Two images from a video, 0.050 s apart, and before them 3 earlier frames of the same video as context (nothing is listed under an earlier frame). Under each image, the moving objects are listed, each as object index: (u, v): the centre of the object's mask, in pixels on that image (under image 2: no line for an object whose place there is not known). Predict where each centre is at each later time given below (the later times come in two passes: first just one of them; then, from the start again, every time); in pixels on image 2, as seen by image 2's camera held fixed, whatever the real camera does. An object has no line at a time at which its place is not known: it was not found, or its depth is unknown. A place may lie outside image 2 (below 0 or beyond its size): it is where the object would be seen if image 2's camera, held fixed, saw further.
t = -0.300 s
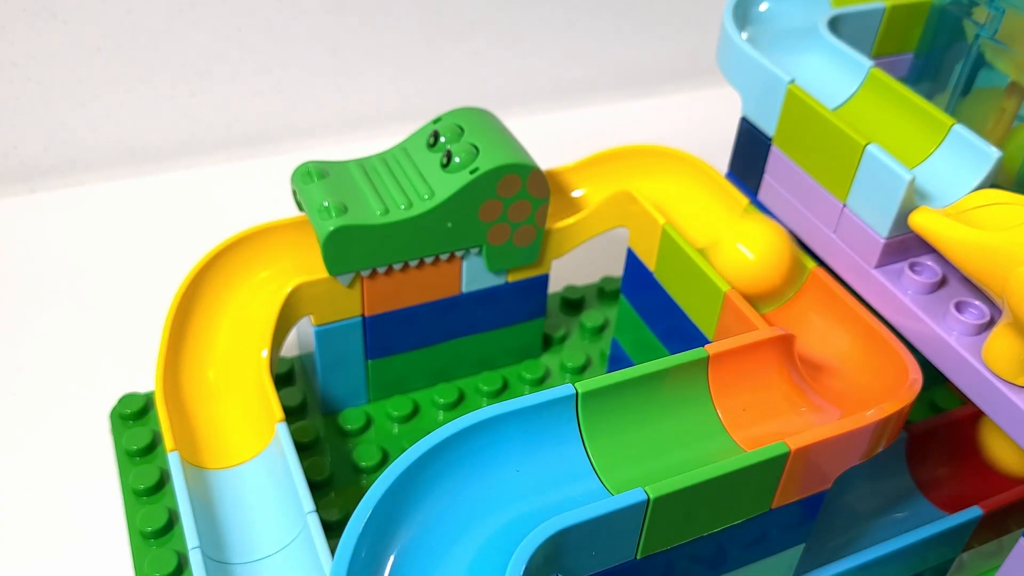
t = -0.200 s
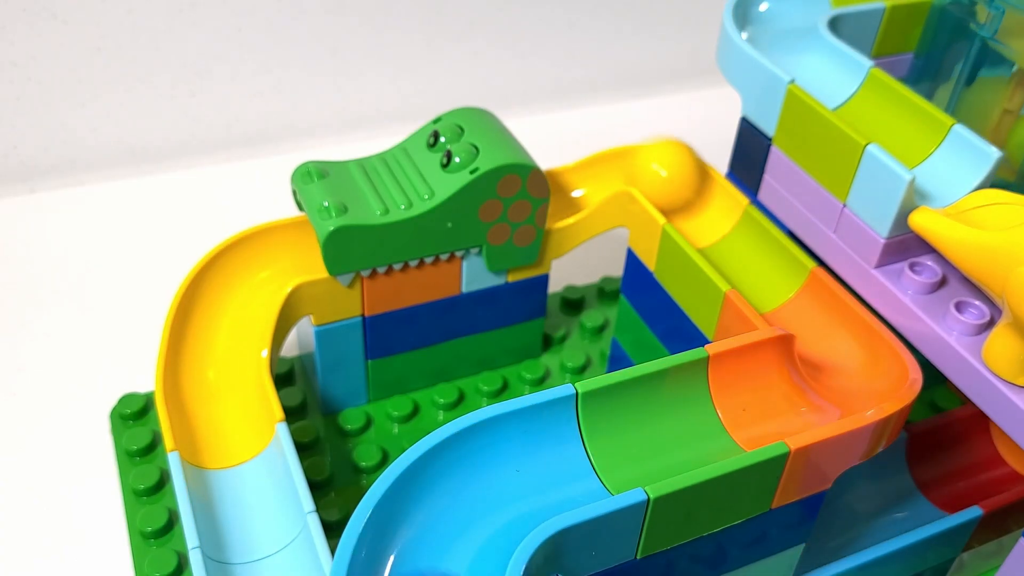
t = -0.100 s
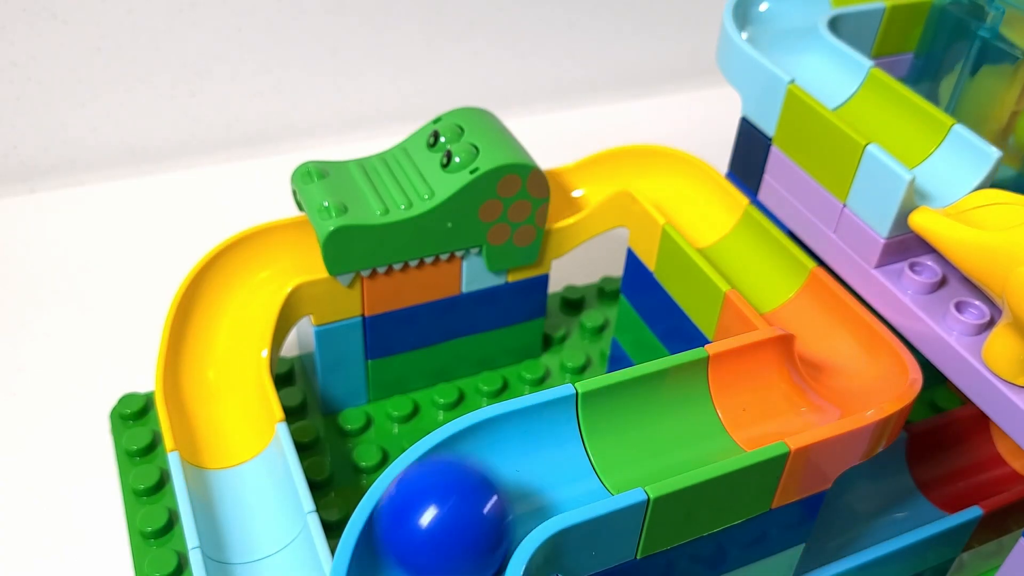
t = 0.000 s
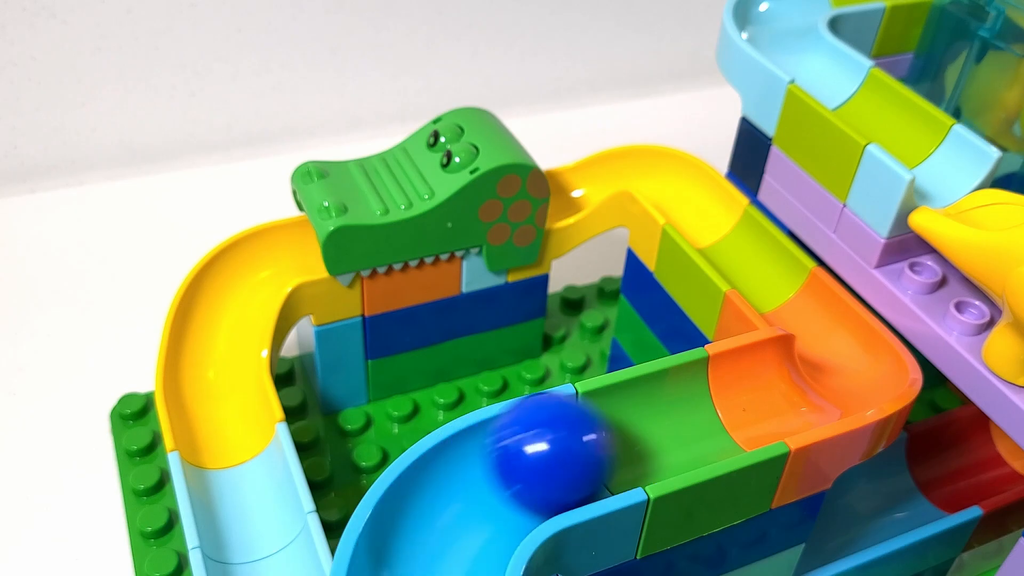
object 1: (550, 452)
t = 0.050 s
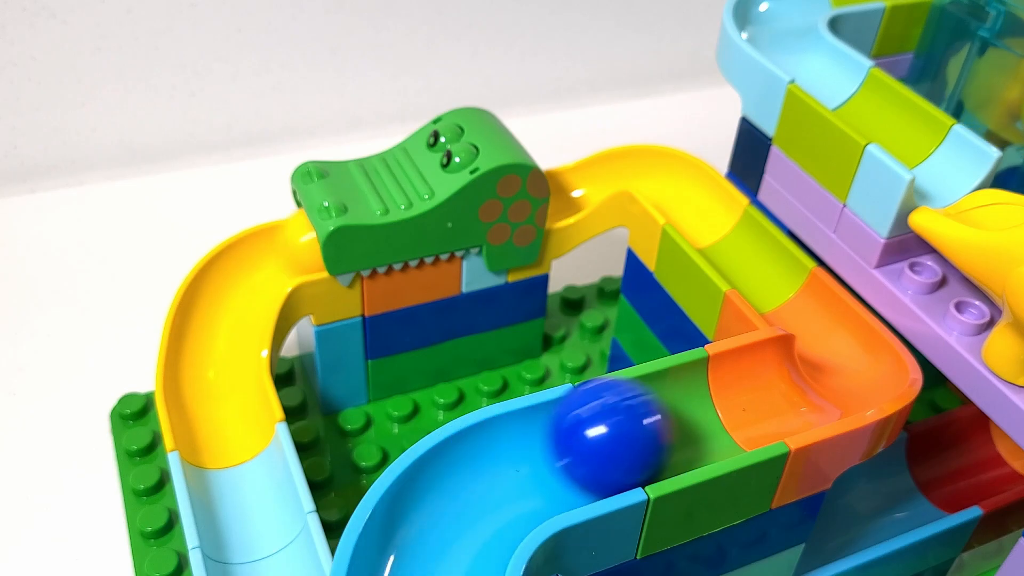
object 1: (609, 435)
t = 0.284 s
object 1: (834, 364)
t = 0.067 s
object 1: (628, 430)
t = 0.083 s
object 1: (644, 426)
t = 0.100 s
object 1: (662, 420)
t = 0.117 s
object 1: (679, 415)
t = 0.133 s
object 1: (696, 409)
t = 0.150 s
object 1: (714, 404)
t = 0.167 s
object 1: (731, 398)
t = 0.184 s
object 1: (748, 393)
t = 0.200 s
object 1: (765, 387)
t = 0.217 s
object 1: (781, 382)
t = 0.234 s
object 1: (797, 377)
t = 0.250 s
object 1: (813, 373)
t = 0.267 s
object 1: (825, 368)
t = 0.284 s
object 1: (834, 364)
